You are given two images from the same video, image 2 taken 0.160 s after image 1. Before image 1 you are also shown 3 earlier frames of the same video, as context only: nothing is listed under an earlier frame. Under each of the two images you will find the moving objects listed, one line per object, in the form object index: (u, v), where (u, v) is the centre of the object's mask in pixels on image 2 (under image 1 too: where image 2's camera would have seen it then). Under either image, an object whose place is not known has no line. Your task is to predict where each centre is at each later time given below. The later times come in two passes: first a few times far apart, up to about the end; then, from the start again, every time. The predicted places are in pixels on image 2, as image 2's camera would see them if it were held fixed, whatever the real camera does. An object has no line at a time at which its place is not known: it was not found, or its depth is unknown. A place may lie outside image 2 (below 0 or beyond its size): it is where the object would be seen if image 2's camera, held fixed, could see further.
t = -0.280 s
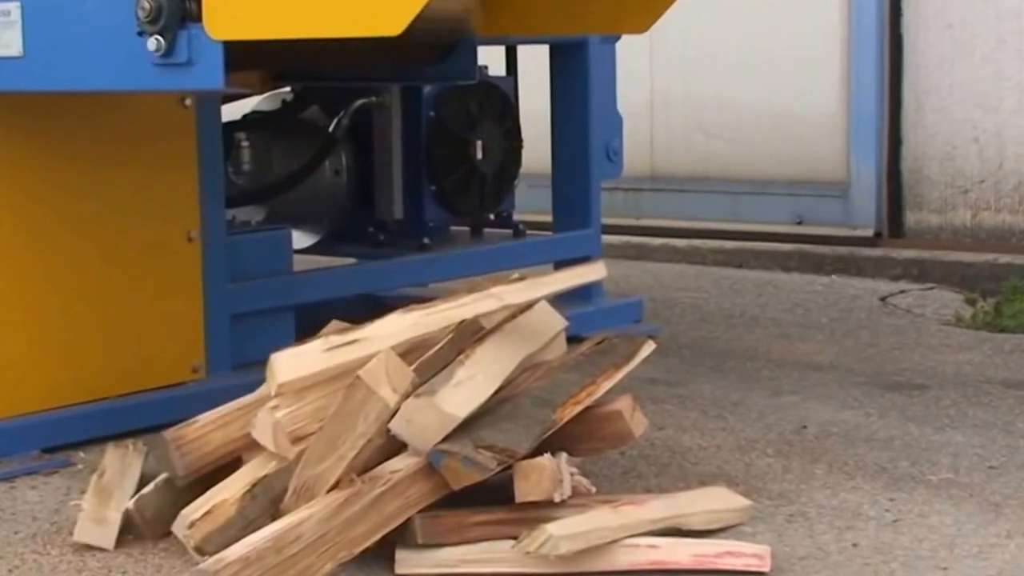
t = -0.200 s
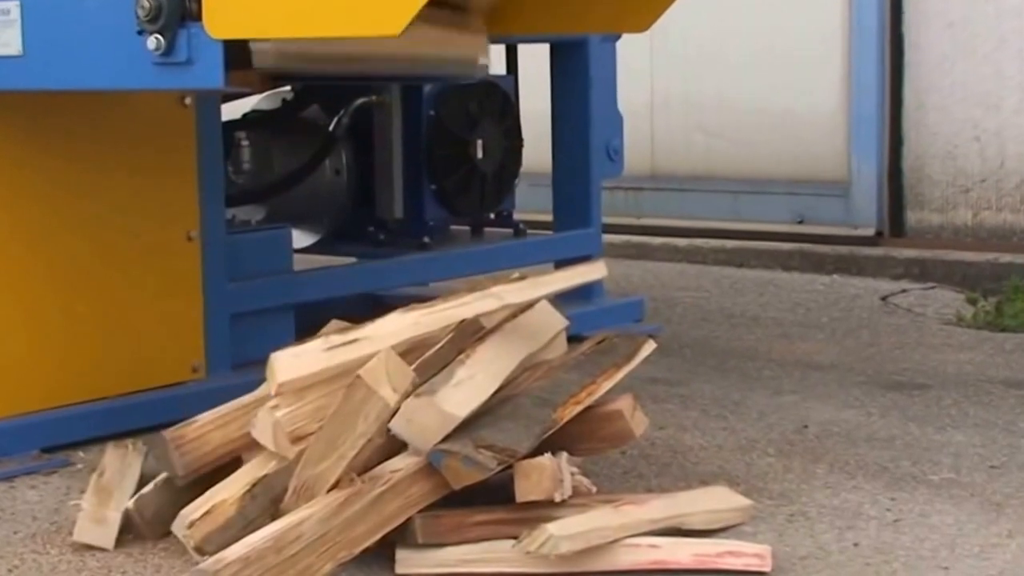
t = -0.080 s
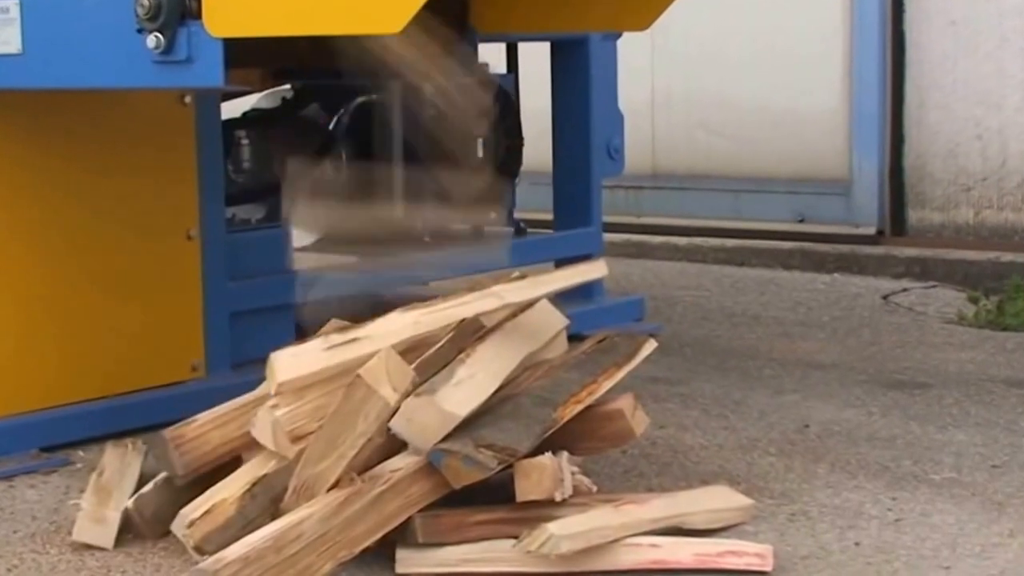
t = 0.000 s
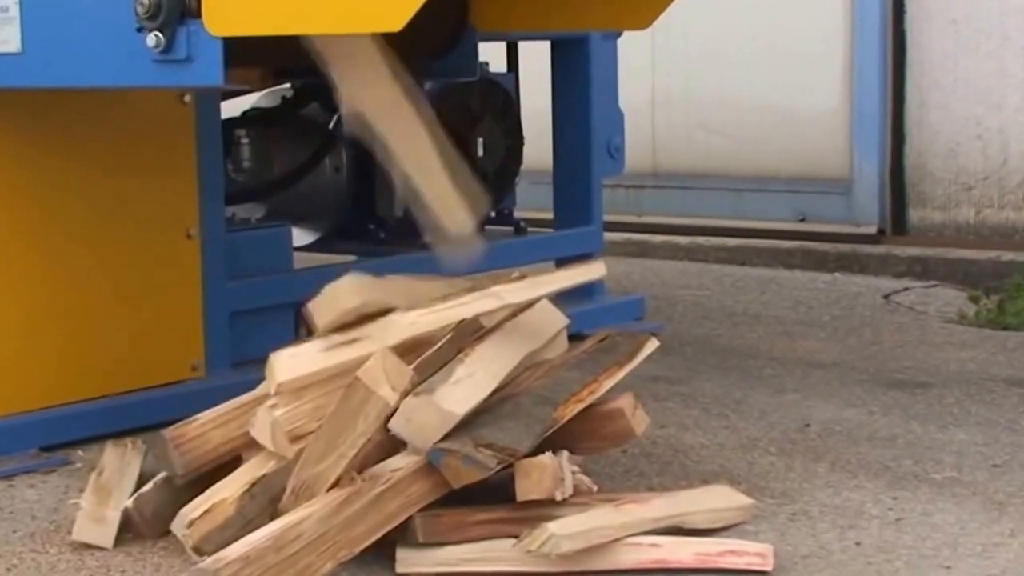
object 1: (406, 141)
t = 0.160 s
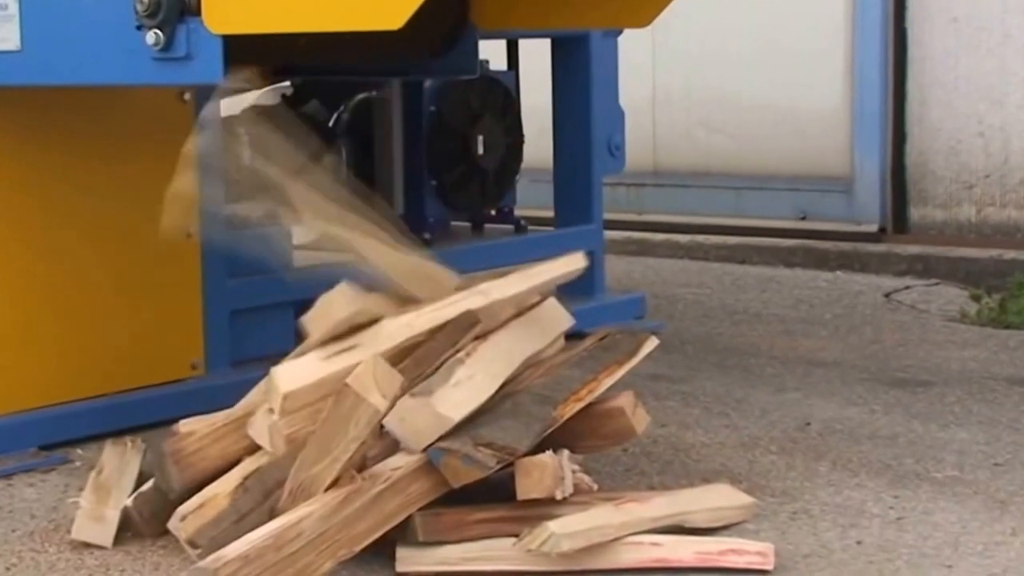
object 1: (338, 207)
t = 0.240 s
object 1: (258, 281)
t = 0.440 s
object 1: (153, 383)
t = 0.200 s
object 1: (288, 223)
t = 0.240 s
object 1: (258, 281)
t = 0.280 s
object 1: (264, 321)
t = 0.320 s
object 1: (254, 351)
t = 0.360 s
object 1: (203, 367)
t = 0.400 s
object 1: (187, 378)
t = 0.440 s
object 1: (153, 383)
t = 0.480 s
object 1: (117, 386)
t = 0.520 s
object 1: (71, 372)
